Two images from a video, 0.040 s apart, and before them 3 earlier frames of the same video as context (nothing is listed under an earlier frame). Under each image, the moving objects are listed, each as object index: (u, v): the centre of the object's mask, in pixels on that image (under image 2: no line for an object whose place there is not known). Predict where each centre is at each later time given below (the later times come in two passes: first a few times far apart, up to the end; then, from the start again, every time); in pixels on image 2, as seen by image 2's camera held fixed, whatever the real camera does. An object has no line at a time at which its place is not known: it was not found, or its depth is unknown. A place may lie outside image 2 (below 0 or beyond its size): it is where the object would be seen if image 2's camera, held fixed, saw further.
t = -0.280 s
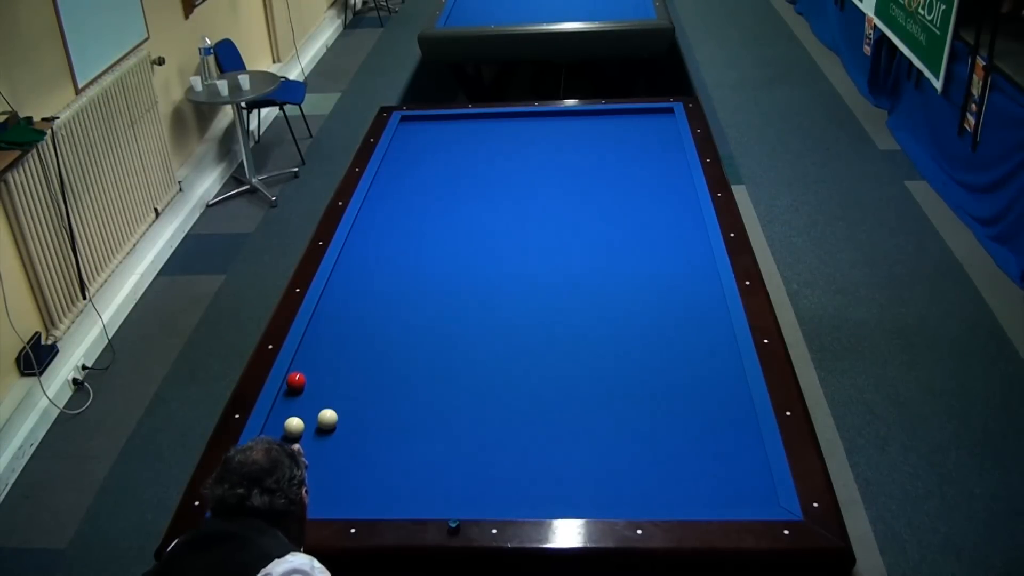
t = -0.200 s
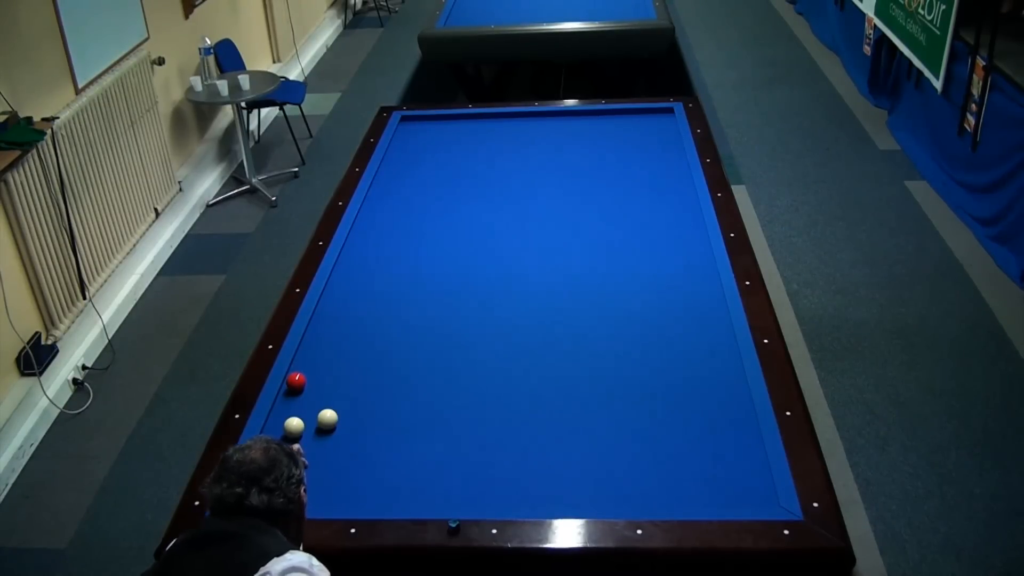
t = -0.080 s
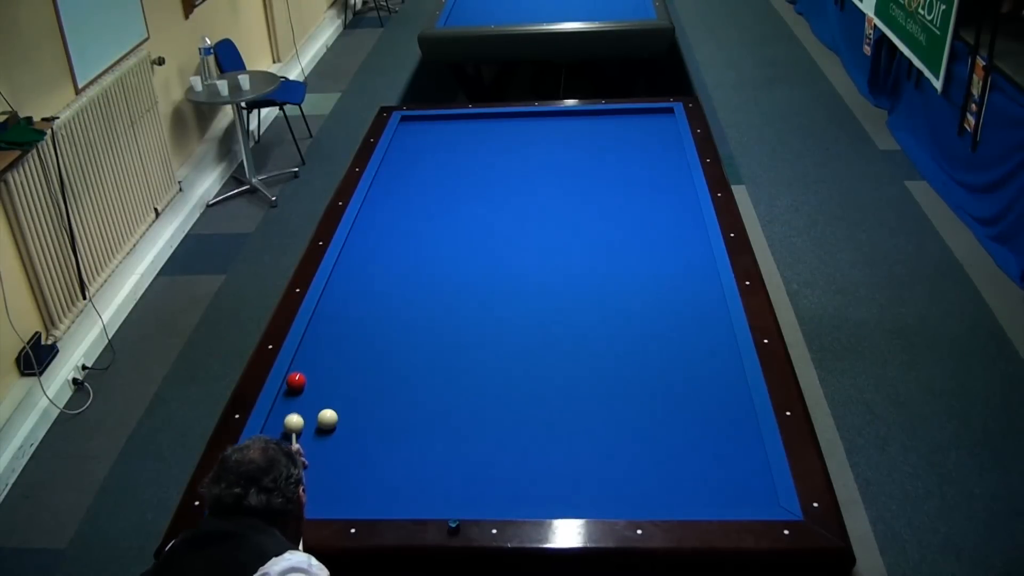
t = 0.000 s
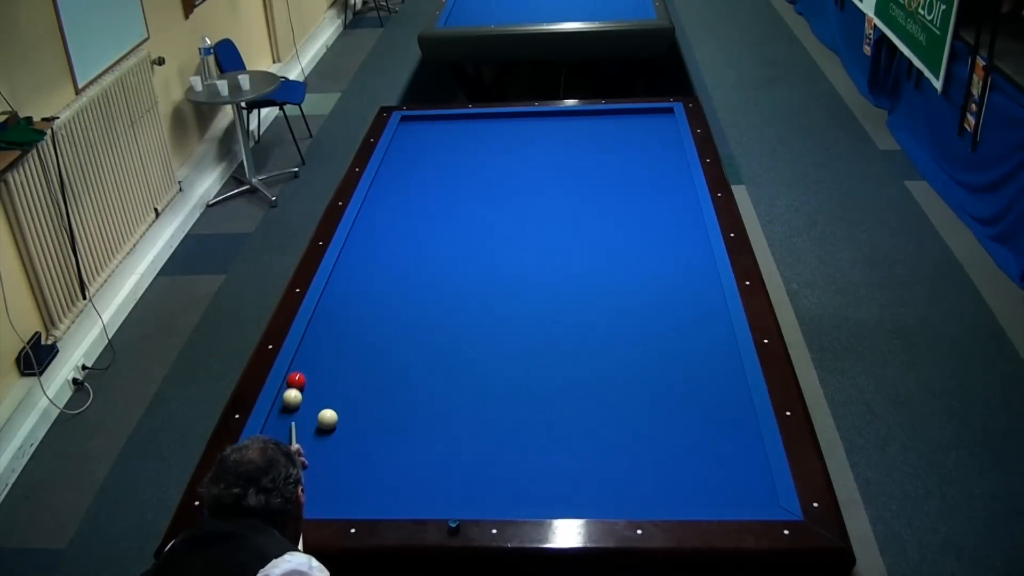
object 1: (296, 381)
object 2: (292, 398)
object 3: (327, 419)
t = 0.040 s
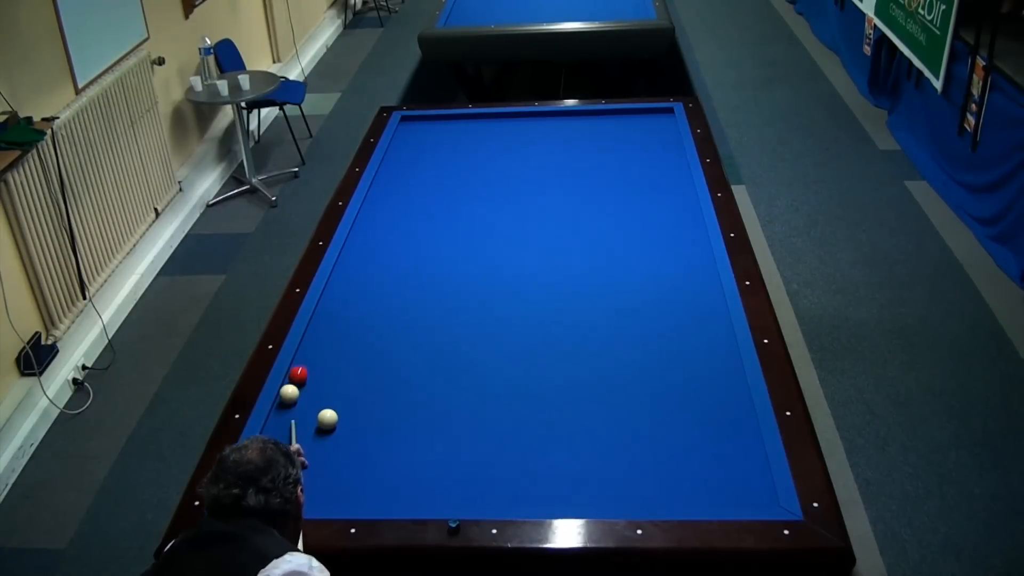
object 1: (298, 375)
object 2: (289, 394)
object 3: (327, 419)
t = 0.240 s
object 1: (313, 332)
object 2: (295, 398)
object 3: (328, 419)
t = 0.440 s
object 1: (328, 299)
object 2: (302, 404)
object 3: (327, 419)
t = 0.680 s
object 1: (344, 265)
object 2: (311, 410)
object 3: (327, 419)
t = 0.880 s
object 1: (357, 240)
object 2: (315, 412)
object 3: (331, 422)
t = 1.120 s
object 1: (369, 213)
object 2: (316, 413)
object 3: (336, 425)
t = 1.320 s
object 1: (379, 193)
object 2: (317, 413)
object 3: (341, 427)
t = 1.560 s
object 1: (390, 172)
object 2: (318, 413)
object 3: (345, 431)
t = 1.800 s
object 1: (399, 152)
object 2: (318, 413)
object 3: (349, 433)
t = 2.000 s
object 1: (407, 137)
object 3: (352, 435)
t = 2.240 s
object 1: (415, 121)
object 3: (355, 436)
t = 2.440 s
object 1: (414, 125)
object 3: (357, 437)
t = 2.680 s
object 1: (410, 135)
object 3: (360, 438)
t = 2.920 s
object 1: (407, 144)
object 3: (362, 437)
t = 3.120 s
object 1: (404, 152)
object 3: (363, 436)
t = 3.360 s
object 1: (400, 163)
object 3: (361, 438)
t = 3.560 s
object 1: (397, 171)
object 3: (360, 440)
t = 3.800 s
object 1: (393, 182)
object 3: (360, 441)
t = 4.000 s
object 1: (390, 191)
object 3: (360, 440)
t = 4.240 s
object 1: (385, 202)
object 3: (360, 440)
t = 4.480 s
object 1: (382, 213)
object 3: (360, 440)
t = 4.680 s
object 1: (378, 223)
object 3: (360, 440)
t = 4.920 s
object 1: (374, 234)
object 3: (360, 440)
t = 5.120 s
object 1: (370, 244)
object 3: (360, 440)
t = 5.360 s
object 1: (366, 256)
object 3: (360, 440)
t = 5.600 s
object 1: (361, 269)
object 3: (360, 440)
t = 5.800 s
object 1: (358, 279)
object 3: (360, 440)
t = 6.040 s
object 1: (353, 292)
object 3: (360, 440)
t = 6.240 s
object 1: (349, 302)
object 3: (360, 440)
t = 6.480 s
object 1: (345, 315)
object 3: (360, 440)
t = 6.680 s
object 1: (341, 326)
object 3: (360, 440)
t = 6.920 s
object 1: (337, 339)
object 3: (360, 440)
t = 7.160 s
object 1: (334, 352)
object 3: (360, 440)
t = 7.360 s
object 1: (330, 363)
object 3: (360, 440)
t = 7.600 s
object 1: (326, 376)
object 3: (360, 440)
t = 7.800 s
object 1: (322, 387)
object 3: (360, 440)
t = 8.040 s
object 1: (318, 397)
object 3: (360, 440)
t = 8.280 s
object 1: (315, 402)
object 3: (360, 440)
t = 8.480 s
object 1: (312, 405)
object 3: (360, 440)
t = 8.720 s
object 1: (310, 407)
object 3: (360, 440)
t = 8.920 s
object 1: (309, 409)
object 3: (360, 440)
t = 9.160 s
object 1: (307, 410)
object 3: (360, 440)
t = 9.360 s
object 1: (307, 410)
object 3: (360, 440)
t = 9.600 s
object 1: (306, 410)
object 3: (360, 440)
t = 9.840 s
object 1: (306, 410)
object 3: (360, 440)
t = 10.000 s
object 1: (306, 410)
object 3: (360, 440)
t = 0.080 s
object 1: (302, 365)
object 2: (287, 394)
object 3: (327, 419)
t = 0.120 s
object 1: (305, 355)
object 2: (290, 395)
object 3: (327, 419)
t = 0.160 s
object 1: (308, 347)
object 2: (292, 396)
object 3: (327, 419)
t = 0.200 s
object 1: (310, 339)
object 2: (293, 397)
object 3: (327, 419)
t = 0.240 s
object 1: (313, 332)
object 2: (295, 398)
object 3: (328, 419)
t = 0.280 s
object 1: (316, 325)
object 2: (296, 400)
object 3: (327, 419)
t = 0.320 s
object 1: (320, 318)
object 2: (298, 400)
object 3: (327, 419)
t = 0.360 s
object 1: (322, 312)
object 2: (299, 402)
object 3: (327, 419)
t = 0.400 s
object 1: (325, 305)
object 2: (301, 403)
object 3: (327, 419)
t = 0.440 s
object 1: (328, 299)
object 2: (302, 404)
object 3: (327, 419)
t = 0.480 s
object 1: (331, 293)
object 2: (304, 405)
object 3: (327, 419)
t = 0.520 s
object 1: (334, 288)
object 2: (306, 406)
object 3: (327, 419)
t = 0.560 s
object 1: (337, 282)
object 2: (307, 407)
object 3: (327, 419)
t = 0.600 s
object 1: (339, 276)
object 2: (309, 408)
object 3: (328, 419)
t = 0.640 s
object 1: (342, 271)
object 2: (310, 409)
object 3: (328, 419)
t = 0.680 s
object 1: (344, 265)
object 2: (311, 410)
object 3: (327, 419)
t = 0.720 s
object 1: (347, 260)
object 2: (312, 410)
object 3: (327, 419)
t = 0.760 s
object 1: (349, 255)
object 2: (313, 411)
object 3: (328, 420)
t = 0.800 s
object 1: (352, 250)
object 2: (314, 411)
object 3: (329, 421)
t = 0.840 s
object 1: (354, 245)
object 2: (314, 412)
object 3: (330, 421)
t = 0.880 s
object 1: (357, 240)
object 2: (315, 412)
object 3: (331, 422)
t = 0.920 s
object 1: (359, 236)
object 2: (315, 412)
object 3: (332, 422)
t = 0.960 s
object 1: (361, 231)
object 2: (315, 412)
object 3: (333, 423)
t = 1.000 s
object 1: (363, 226)
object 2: (316, 412)
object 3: (334, 423)
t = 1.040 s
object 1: (365, 222)
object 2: (316, 413)
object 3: (335, 424)
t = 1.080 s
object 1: (368, 218)
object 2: (316, 413)
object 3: (335, 424)
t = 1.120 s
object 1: (369, 213)
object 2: (316, 413)
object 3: (336, 425)
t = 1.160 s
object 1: (371, 209)
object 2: (317, 413)
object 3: (337, 426)
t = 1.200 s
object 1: (373, 205)
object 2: (317, 413)
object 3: (338, 426)
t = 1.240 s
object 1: (375, 201)
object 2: (317, 413)
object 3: (339, 427)
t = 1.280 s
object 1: (377, 197)
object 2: (317, 413)
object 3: (339, 427)
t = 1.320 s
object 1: (379, 193)
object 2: (317, 413)
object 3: (341, 427)
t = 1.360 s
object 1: (381, 189)
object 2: (317, 414)
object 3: (342, 428)
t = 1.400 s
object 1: (383, 186)
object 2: (317, 414)
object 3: (342, 429)
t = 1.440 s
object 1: (385, 182)
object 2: (318, 414)
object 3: (343, 429)
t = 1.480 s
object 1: (387, 178)
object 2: (318, 413)
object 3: (344, 430)
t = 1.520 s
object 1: (388, 175)
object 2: (318, 414)
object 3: (344, 430)
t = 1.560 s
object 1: (390, 172)
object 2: (318, 413)
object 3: (345, 431)
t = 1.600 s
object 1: (392, 168)
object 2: (318, 414)
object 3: (346, 431)
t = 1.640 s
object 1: (393, 165)
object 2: (318, 413)
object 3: (346, 431)
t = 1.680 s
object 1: (395, 162)
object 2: (318, 413)
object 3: (347, 432)
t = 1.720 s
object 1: (396, 159)
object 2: (318, 413)
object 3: (348, 432)
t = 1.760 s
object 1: (398, 155)
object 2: (318, 413)
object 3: (348, 433)
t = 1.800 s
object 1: (399, 152)
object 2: (318, 413)
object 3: (349, 433)
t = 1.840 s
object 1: (401, 149)
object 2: (318, 413)
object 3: (350, 433)
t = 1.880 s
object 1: (402, 146)
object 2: (318, 413)
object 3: (350, 434)
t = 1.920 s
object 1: (404, 143)
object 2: (318, 413)
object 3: (351, 434)
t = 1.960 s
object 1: (405, 140)
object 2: (318, 413)
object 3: (351, 434)
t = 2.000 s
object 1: (407, 137)
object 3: (352, 435)
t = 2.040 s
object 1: (408, 135)
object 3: (352, 435)
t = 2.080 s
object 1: (409, 132)
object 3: (353, 435)
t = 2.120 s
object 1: (411, 129)
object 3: (353, 436)
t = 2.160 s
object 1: (412, 127)
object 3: (354, 436)
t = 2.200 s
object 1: (413, 124)
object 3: (354, 436)
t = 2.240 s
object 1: (415, 121)
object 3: (355, 436)
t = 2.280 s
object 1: (416, 118)
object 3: (356, 437)
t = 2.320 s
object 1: (416, 120)
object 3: (356, 437)
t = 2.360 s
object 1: (415, 122)
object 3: (356, 438)
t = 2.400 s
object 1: (414, 123)
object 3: (357, 437)
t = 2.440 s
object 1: (414, 125)
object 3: (357, 437)
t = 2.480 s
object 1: (413, 127)
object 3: (358, 438)
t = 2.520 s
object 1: (412, 128)
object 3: (358, 438)
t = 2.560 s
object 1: (412, 130)
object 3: (359, 438)
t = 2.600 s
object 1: (411, 131)
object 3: (359, 438)
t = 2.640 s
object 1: (411, 133)
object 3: (359, 438)
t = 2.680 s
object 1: (410, 135)
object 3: (360, 438)
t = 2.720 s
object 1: (410, 136)
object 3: (360, 438)
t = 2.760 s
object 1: (409, 138)
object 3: (360, 438)
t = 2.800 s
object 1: (408, 139)
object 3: (361, 437)
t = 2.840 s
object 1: (408, 141)
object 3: (361, 437)
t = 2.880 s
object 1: (407, 142)
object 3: (361, 437)
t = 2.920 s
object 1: (407, 144)
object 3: (362, 437)
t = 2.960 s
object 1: (406, 146)
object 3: (362, 437)
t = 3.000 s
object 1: (405, 147)
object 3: (362, 436)
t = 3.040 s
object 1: (405, 149)
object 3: (362, 436)
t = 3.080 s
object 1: (404, 151)
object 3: (363, 437)
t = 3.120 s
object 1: (404, 152)
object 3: (363, 436)
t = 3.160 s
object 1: (403, 154)
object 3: (363, 436)
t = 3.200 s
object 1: (402, 156)
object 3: (363, 437)
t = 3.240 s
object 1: (402, 158)
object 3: (362, 437)
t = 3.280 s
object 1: (401, 159)
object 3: (362, 437)
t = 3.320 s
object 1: (400, 161)
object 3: (361, 437)
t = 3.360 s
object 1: (400, 163)
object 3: (361, 438)
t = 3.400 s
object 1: (399, 164)
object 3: (360, 439)
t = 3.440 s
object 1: (399, 166)
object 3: (360, 439)
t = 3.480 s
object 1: (398, 168)
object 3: (360, 440)
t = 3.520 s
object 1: (397, 170)
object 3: (360, 440)
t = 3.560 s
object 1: (397, 171)
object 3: (360, 440)
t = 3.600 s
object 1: (396, 173)
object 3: (360, 440)
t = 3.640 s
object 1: (396, 175)
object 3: (360, 440)
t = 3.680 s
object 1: (395, 177)
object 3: (360, 440)
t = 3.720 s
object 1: (394, 178)
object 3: (360, 440)
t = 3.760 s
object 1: (394, 180)
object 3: (360, 441)
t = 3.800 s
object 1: (393, 182)
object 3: (360, 441)
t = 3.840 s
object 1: (392, 184)
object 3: (360, 440)
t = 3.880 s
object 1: (392, 186)
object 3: (360, 440)
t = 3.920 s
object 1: (391, 187)
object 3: (360, 440)
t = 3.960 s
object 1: (390, 189)
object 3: (360, 441)
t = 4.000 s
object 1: (390, 191)
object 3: (360, 440)
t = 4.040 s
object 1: (389, 193)
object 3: (360, 440)
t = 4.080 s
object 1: (388, 195)
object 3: (360, 440)
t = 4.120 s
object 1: (387, 196)
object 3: (360, 440)
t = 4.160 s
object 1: (387, 198)
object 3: (360, 440)
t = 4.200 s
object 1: (386, 200)
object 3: (360, 440)
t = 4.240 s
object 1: (385, 202)
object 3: (360, 440)
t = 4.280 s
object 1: (385, 204)
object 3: (360, 440)
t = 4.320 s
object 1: (384, 206)
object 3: (360, 440)
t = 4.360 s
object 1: (383, 207)
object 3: (360, 440)
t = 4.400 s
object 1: (383, 209)
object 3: (360, 440)
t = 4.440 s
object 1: (382, 211)
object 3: (360, 440)
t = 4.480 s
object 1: (382, 213)
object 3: (360, 440)
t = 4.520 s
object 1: (381, 215)
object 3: (360, 440)
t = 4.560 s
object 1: (380, 217)
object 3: (360, 440)
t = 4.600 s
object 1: (379, 219)
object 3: (360, 440)
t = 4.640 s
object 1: (379, 221)
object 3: (360, 440)
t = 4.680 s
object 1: (378, 223)
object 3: (360, 440)
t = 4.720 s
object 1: (377, 224)
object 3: (360, 440)
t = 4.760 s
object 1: (377, 227)
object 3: (360, 440)
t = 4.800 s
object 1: (376, 229)
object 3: (360, 440)
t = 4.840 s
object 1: (375, 231)
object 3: (360, 440)
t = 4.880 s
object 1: (374, 233)
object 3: (360, 440)
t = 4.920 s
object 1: (374, 234)
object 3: (360, 440)
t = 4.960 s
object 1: (373, 236)
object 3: (360, 440)
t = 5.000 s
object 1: (372, 238)
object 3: (360, 440)
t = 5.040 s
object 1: (372, 240)
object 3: (360, 440)
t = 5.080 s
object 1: (371, 242)
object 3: (360, 440)
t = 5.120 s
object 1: (370, 244)
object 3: (360, 440)
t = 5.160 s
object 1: (370, 246)
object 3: (360, 440)
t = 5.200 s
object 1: (369, 248)
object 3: (360, 440)
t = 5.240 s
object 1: (368, 250)
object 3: (360, 440)
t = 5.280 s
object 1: (367, 252)
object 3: (360, 440)
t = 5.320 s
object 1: (367, 254)
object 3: (360, 440)
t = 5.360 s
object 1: (366, 256)
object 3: (360, 440)
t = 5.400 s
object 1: (365, 258)
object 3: (360, 440)
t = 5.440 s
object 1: (364, 261)
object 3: (360, 440)
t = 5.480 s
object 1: (364, 262)
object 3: (360, 440)
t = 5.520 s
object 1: (363, 265)
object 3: (360, 440)
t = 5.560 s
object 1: (362, 267)
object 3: (360, 440)
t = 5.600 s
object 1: (361, 269)
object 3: (360, 440)
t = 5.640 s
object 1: (361, 271)
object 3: (360, 440)
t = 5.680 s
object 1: (360, 273)
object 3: (360, 440)
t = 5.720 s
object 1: (359, 275)
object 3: (360, 440)
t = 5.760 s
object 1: (358, 277)
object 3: (360, 440)
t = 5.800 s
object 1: (358, 279)
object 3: (360, 440)
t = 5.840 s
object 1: (357, 281)
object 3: (360, 440)
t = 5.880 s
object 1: (356, 283)
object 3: (360, 440)
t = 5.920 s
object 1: (355, 285)
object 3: (360, 440)
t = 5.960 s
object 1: (354, 287)
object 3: (360, 440)
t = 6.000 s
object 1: (353, 290)
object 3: (360, 440)
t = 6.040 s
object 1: (353, 292)
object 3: (360, 440)
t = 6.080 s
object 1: (352, 294)
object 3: (360, 440)
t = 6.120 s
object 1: (351, 296)
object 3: (360, 440)
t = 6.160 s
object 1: (351, 298)
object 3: (360, 440)
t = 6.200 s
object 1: (350, 300)
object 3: (360, 440)
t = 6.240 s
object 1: (349, 302)
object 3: (360, 440)
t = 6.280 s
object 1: (348, 304)
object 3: (360, 440)
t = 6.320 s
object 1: (348, 306)
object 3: (360, 440)
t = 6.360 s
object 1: (347, 309)
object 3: (360, 440)
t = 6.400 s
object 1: (346, 311)
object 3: (360, 440)
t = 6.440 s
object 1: (345, 313)
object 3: (360, 440)
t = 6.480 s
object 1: (345, 315)
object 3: (360, 440)
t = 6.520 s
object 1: (344, 317)
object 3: (360, 440)
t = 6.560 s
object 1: (343, 319)
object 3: (360, 440)
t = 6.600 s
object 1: (343, 321)
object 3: (360, 440)
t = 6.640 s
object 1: (342, 324)
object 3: (360, 440)
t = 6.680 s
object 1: (341, 326)
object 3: (360, 440)
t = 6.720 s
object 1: (341, 328)
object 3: (360, 440)
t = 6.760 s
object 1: (340, 330)
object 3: (360, 440)
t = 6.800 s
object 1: (340, 332)
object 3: (360, 440)
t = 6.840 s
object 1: (339, 334)
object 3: (360, 440)
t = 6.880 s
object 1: (338, 337)
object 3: (360, 440)
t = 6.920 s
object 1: (337, 339)
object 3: (360, 440)
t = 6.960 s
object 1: (337, 341)
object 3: (360, 440)
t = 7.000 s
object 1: (336, 343)
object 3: (360, 440)
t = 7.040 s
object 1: (335, 345)
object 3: (360, 440)
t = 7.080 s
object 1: (335, 347)
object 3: (360, 440)
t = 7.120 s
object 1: (334, 350)
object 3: (360, 440)
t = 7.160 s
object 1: (334, 352)
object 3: (360, 440)
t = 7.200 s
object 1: (333, 354)
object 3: (360, 440)
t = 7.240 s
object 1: (332, 356)
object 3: (360, 440)
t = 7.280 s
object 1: (331, 358)
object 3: (360, 440)
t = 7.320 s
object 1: (331, 361)
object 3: (360, 440)
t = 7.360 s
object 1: (330, 363)
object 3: (360, 440)
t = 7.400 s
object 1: (329, 365)
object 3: (360, 440)
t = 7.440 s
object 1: (329, 367)
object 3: (360, 440)
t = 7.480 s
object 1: (328, 369)
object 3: (360, 440)
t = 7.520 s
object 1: (327, 371)
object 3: (360, 440)
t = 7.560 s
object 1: (327, 374)
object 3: (360, 440)
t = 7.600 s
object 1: (326, 376)
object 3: (360, 440)
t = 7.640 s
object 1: (325, 378)
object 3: (360, 440)
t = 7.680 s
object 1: (325, 380)
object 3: (360, 440)
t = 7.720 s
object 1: (324, 382)
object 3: (360, 440)
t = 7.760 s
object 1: (323, 384)
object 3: (360, 440)
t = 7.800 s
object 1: (322, 387)
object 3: (360, 440)
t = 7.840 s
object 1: (322, 389)
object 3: (360, 440)
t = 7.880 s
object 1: (321, 391)
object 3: (360, 440)
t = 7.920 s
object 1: (320, 393)
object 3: (360, 440)
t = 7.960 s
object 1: (320, 394)
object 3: (360, 440)
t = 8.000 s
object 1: (319, 396)
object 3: (360, 440)
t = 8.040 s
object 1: (318, 397)
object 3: (360, 440)
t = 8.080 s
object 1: (318, 398)
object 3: (360, 440)
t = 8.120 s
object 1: (317, 399)
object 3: (360, 440)
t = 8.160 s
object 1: (316, 400)
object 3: (360, 440)
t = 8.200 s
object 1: (316, 401)
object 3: (360, 440)
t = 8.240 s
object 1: (315, 401)
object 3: (360, 440)
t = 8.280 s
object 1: (315, 402)
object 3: (360, 440)
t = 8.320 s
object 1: (314, 403)
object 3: (360, 440)
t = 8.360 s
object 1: (314, 404)
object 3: (360, 440)
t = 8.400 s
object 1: (313, 404)
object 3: (360, 440)
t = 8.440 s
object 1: (313, 405)
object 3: (360, 440)
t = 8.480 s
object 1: (312, 405)
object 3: (360, 440)
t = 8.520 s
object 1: (312, 406)
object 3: (360, 440)
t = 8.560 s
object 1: (312, 406)
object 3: (360, 440)
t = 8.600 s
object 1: (311, 407)
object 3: (360, 440)
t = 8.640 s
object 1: (311, 407)
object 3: (360, 440)
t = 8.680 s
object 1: (310, 407)
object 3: (360, 440)
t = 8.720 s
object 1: (310, 407)
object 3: (360, 440)
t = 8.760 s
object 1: (310, 408)
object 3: (360, 440)
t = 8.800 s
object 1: (309, 408)
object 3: (360, 440)
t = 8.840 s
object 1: (309, 408)
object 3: (360, 440)
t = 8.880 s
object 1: (309, 408)
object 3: (360, 440)
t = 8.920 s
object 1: (309, 409)
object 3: (360, 440)
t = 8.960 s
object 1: (308, 409)
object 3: (360, 440)
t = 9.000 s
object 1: (308, 409)
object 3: (360, 440)
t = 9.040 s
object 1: (308, 409)
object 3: (360, 440)
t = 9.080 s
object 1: (308, 409)
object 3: (360, 440)
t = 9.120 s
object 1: (307, 410)
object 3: (360, 440)
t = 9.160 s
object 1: (307, 410)
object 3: (360, 440)
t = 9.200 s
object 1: (307, 410)
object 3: (360, 440)
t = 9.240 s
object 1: (307, 410)
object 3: (360, 440)
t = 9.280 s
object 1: (307, 410)
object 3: (360, 440)
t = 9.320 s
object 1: (307, 410)
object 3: (360, 440)
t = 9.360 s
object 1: (307, 410)
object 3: (360, 440)
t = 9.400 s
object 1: (306, 410)
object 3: (360, 440)
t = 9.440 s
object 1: (306, 410)
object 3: (360, 440)
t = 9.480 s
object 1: (306, 410)
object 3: (360, 440)
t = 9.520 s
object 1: (306, 410)
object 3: (360, 440)
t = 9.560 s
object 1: (306, 410)
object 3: (360, 440)
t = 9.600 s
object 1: (306, 410)
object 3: (360, 440)
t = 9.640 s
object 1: (306, 410)
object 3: (360, 440)
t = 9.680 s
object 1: (306, 410)
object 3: (360, 440)
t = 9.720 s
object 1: (306, 410)
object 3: (360, 440)
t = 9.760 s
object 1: (306, 410)
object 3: (360, 440)
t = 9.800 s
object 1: (306, 410)
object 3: (360, 440)
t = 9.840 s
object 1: (306, 410)
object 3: (360, 440)
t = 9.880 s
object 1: (306, 410)
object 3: (360, 440)
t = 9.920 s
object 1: (306, 410)
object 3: (360, 440)
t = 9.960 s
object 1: (306, 410)
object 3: (360, 440)
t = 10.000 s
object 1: (306, 410)
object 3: (360, 440)
